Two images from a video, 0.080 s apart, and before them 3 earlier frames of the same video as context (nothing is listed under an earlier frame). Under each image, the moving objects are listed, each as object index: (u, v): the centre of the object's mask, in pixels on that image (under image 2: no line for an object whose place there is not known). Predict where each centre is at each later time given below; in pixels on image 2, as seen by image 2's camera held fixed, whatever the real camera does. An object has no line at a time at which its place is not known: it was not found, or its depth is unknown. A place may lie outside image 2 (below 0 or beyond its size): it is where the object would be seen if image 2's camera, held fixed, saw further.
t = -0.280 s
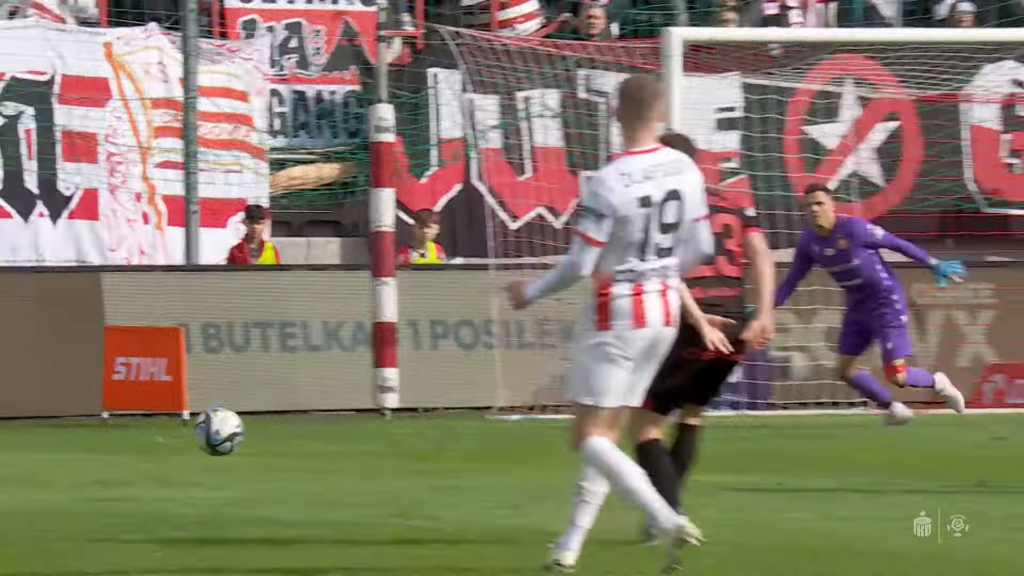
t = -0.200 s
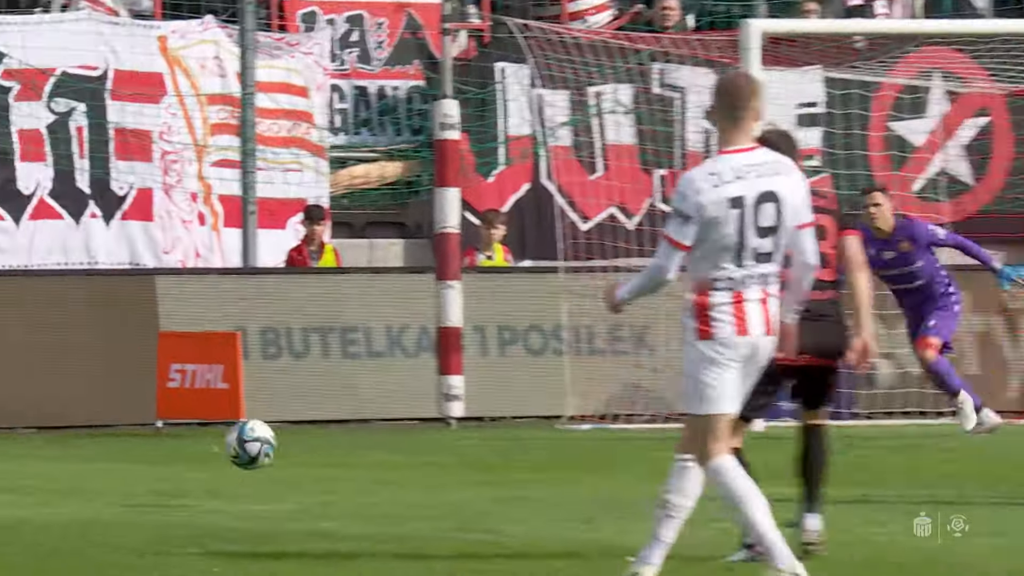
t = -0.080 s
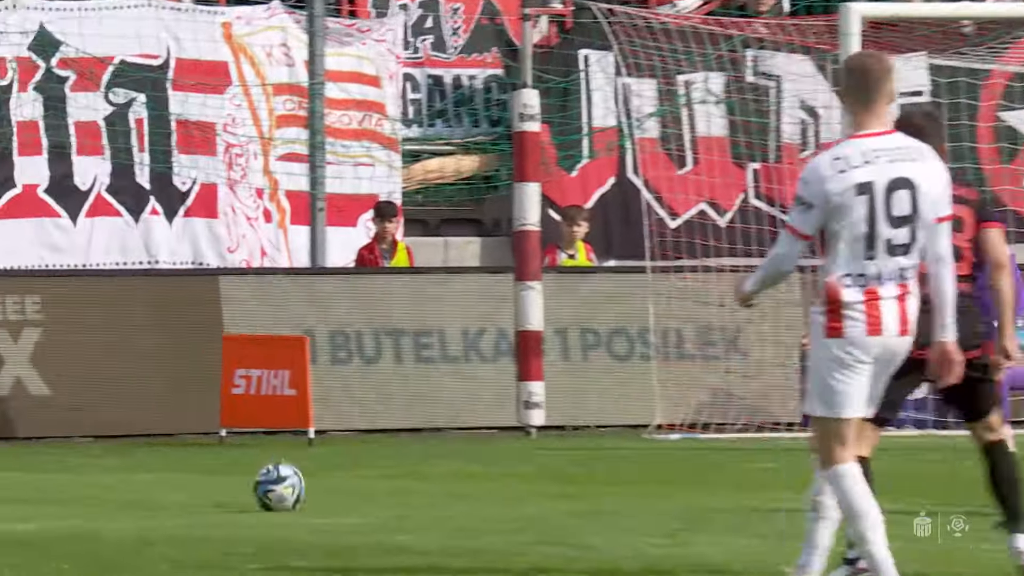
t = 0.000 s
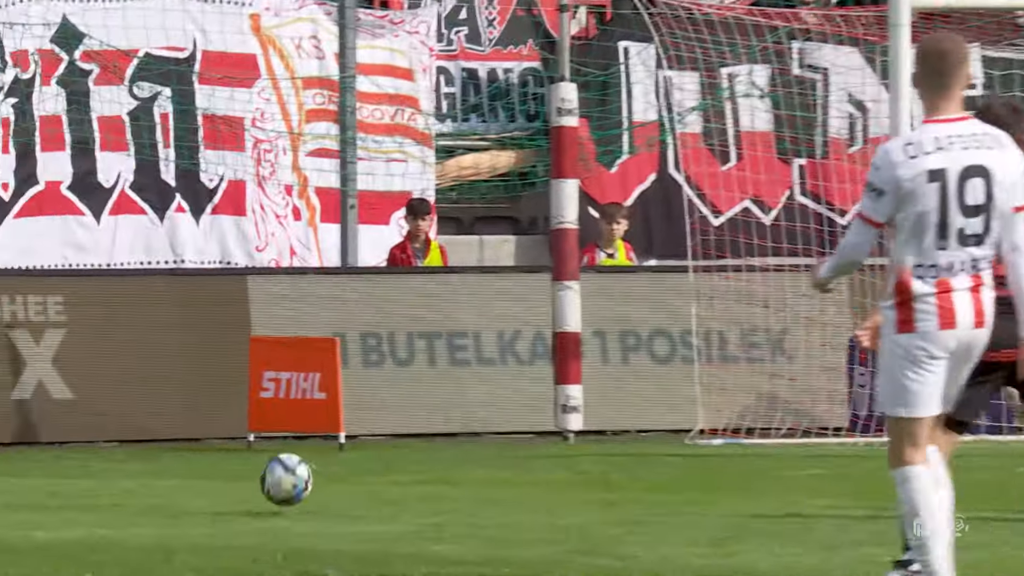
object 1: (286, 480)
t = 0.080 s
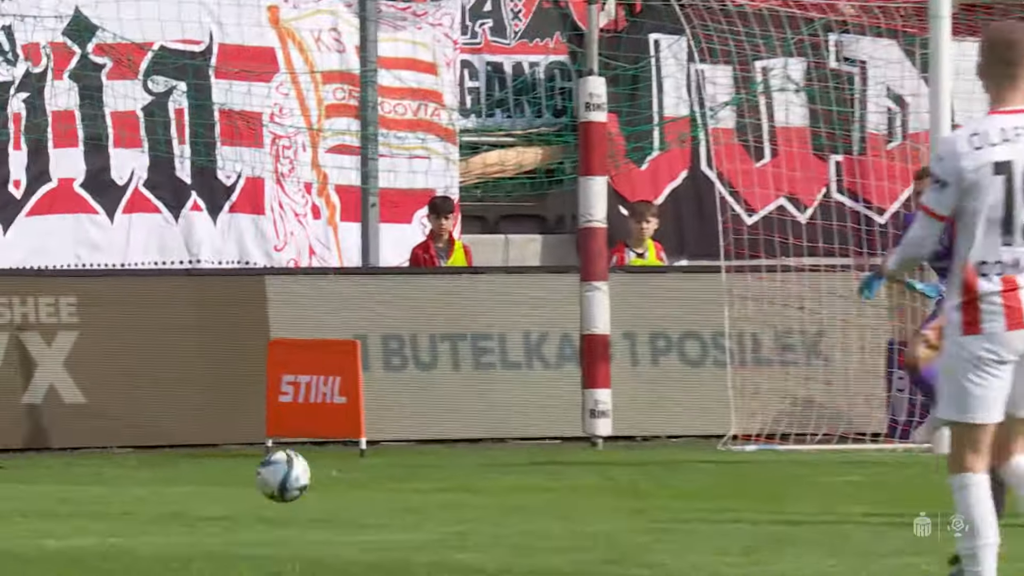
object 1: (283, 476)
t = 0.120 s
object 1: (274, 475)
